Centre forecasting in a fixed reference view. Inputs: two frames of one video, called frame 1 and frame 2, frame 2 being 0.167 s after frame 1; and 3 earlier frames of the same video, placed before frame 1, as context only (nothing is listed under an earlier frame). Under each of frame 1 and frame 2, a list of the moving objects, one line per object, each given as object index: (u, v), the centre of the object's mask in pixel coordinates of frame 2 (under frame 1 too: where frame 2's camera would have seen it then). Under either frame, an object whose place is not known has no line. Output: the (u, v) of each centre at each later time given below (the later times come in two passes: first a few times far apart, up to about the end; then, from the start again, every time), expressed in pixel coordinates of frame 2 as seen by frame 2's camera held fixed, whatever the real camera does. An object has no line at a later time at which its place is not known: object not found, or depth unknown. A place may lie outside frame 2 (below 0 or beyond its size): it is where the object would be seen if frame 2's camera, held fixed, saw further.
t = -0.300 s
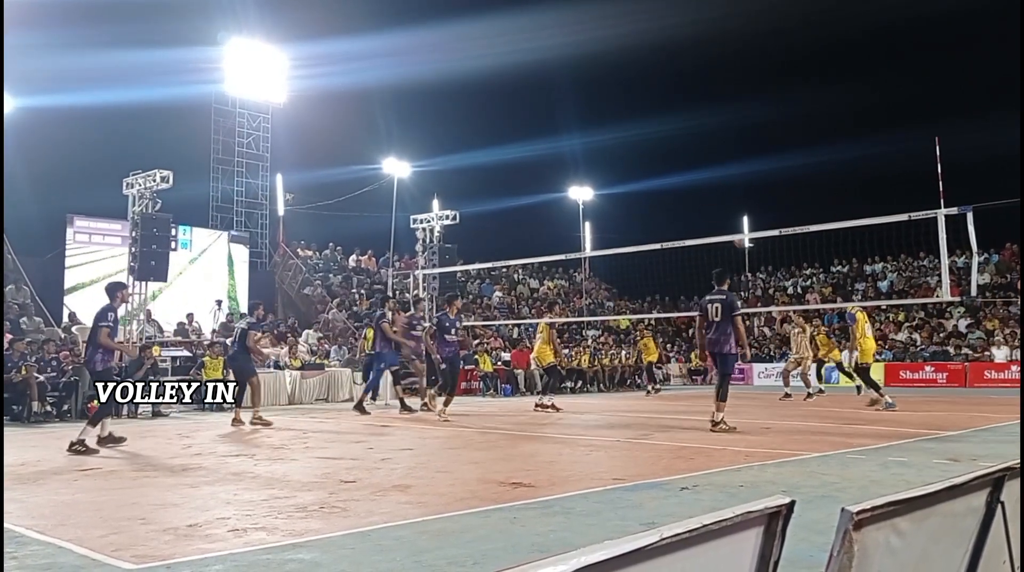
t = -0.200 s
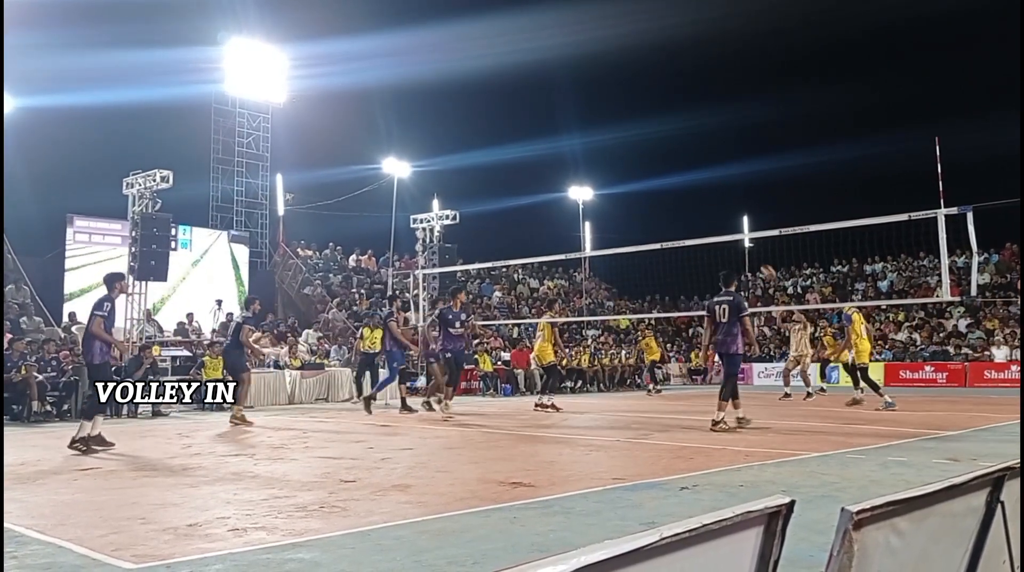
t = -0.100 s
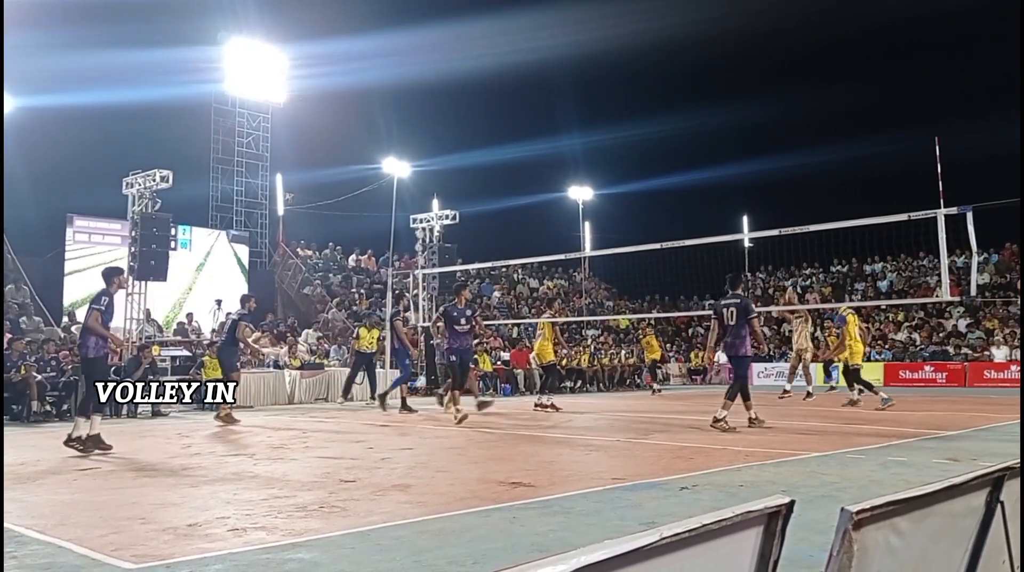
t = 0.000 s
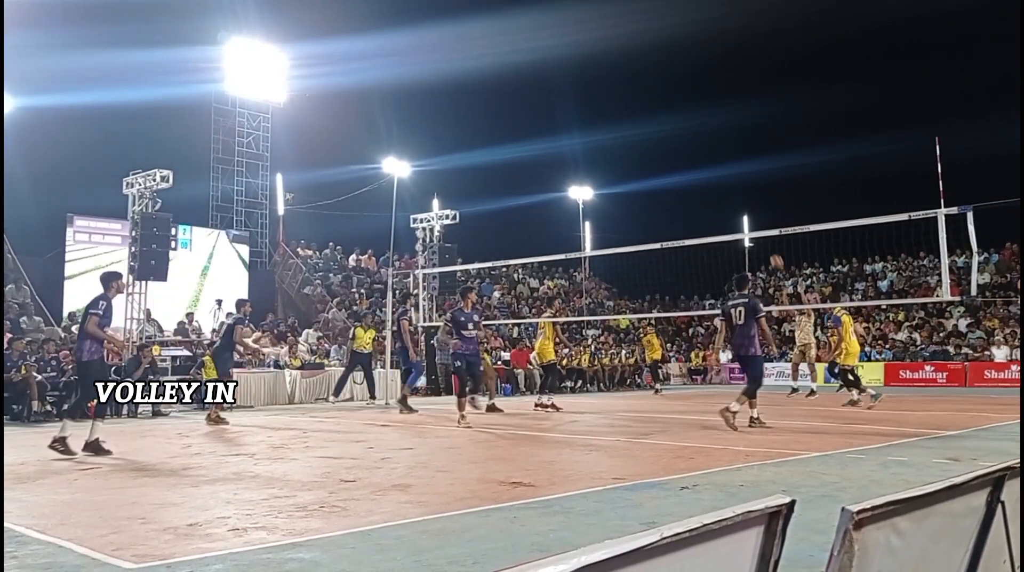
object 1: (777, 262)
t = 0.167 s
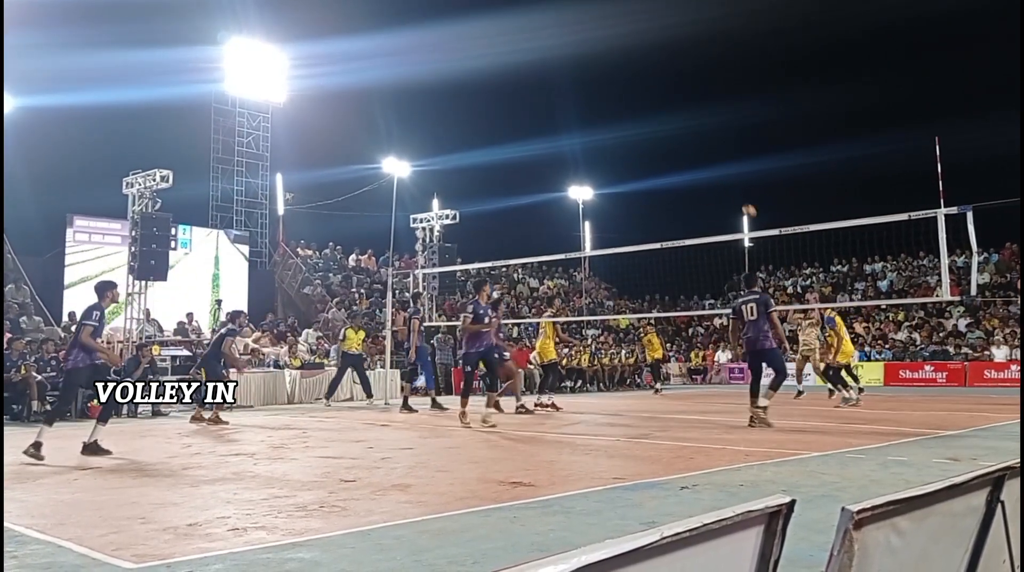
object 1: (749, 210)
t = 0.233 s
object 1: (738, 195)
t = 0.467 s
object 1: (700, 155)
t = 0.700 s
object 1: (663, 144)
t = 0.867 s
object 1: (636, 156)
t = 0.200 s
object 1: (744, 203)
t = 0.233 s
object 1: (738, 195)
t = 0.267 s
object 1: (733, 187)
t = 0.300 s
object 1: (727, 180)
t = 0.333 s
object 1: (722, 174)
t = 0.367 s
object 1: (716, 168)
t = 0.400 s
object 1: (711, 163)
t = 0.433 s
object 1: (706, 159)
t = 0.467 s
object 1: (700, 155)
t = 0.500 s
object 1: (695, 152)
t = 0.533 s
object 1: (689, 149)
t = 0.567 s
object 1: (684, 147)
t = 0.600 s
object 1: (679, 145)
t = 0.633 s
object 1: (674, 144)
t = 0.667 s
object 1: (668, 144)
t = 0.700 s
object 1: (663, 144)
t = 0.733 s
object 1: (657, 145)
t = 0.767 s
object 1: (652, 147)
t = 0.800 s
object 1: (647, 149)
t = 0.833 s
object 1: (642, 152)
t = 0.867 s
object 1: (636, 156)
